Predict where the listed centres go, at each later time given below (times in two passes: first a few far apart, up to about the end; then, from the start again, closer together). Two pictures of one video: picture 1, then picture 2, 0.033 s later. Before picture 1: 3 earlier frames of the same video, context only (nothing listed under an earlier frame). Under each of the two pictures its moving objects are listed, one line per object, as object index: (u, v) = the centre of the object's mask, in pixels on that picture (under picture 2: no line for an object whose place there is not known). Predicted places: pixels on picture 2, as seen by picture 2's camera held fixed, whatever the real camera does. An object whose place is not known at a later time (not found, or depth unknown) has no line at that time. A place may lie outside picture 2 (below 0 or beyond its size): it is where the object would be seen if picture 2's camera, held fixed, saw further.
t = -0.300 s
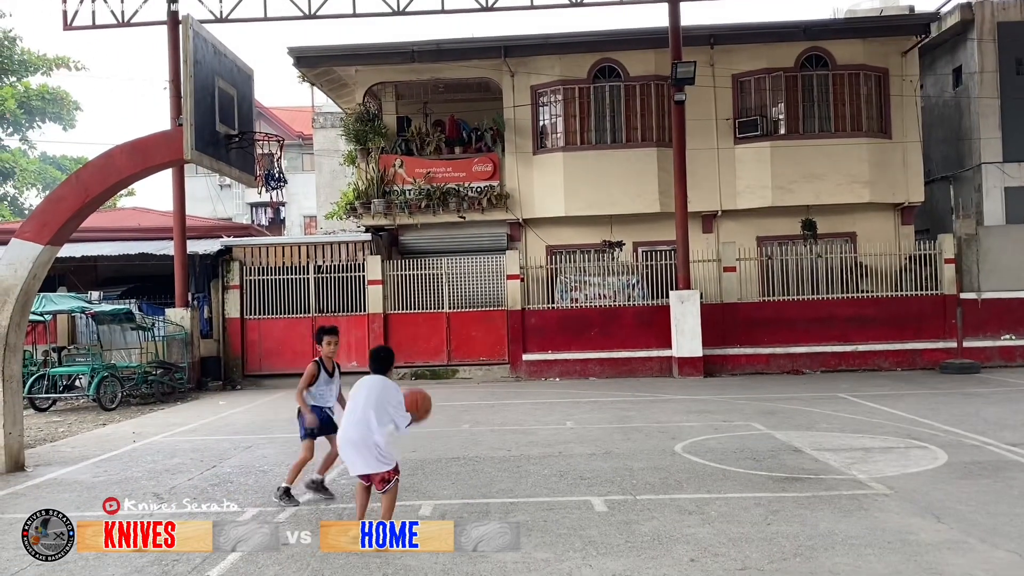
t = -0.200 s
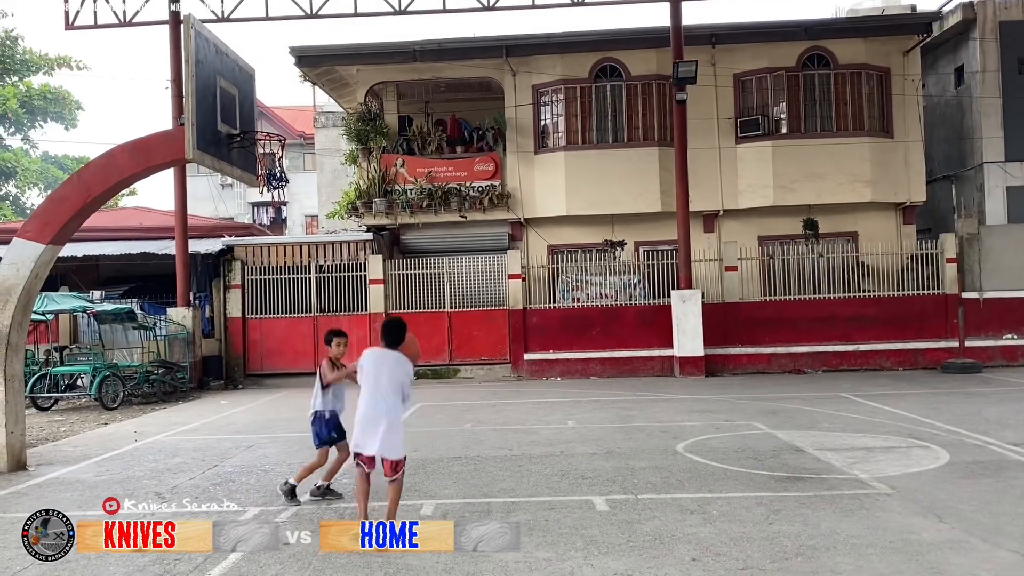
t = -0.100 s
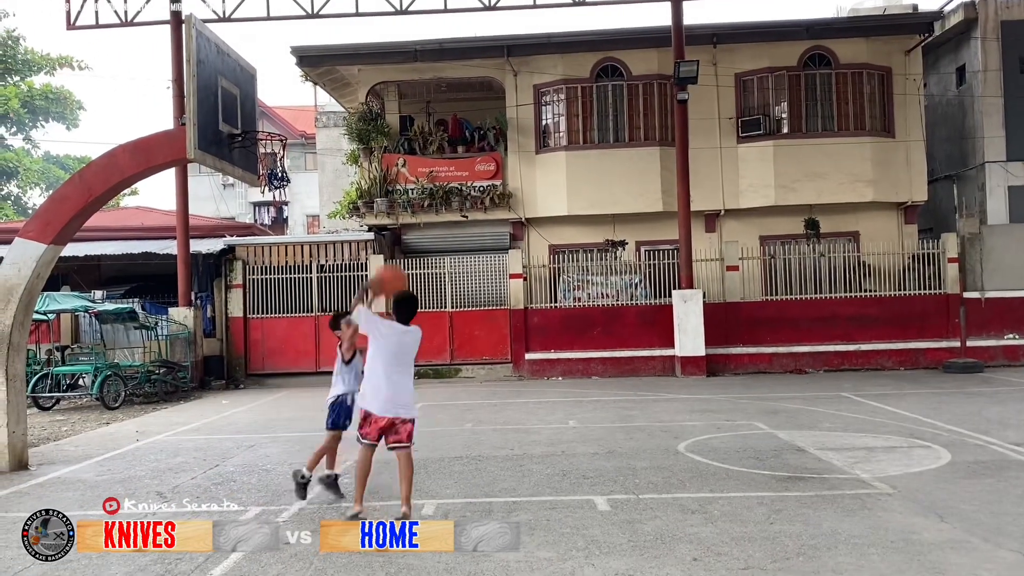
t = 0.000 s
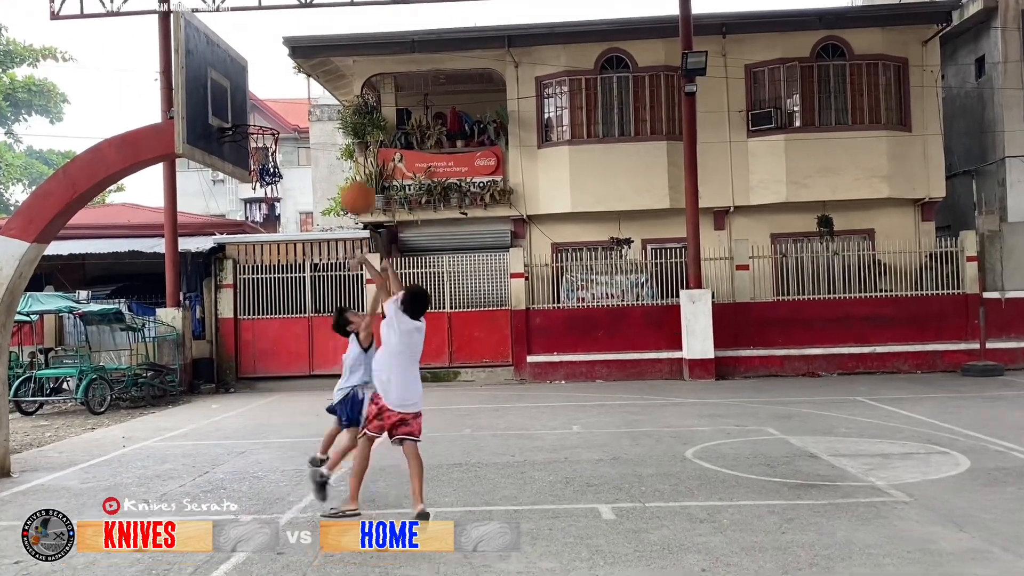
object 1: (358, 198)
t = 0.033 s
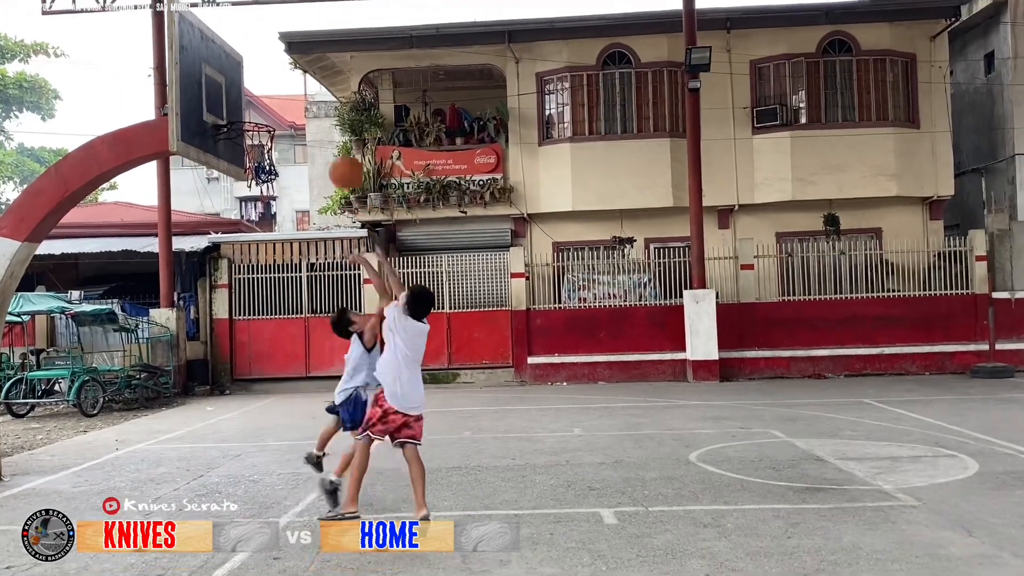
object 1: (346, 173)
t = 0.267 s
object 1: (285, 60)
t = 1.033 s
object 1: (265, 135)
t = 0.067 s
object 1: (337, 151)
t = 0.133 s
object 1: (319, 113)
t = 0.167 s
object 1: (310, 97)
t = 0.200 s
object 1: (302, 84)
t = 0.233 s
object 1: (293, 71)
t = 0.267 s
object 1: (285, 60)
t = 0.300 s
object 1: (278, 52)
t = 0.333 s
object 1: (273, 48)
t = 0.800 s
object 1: (226, 99)
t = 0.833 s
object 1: (234, 110)
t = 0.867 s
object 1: (241, 116)
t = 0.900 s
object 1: (247, 117)
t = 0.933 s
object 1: (250, 120)
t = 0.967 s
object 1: (255, 123)
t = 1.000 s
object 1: (260, 129)
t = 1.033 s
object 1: (265, 135)
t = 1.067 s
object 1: (270, 144)
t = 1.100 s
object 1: (275, 153)
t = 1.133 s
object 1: (281, 165)
